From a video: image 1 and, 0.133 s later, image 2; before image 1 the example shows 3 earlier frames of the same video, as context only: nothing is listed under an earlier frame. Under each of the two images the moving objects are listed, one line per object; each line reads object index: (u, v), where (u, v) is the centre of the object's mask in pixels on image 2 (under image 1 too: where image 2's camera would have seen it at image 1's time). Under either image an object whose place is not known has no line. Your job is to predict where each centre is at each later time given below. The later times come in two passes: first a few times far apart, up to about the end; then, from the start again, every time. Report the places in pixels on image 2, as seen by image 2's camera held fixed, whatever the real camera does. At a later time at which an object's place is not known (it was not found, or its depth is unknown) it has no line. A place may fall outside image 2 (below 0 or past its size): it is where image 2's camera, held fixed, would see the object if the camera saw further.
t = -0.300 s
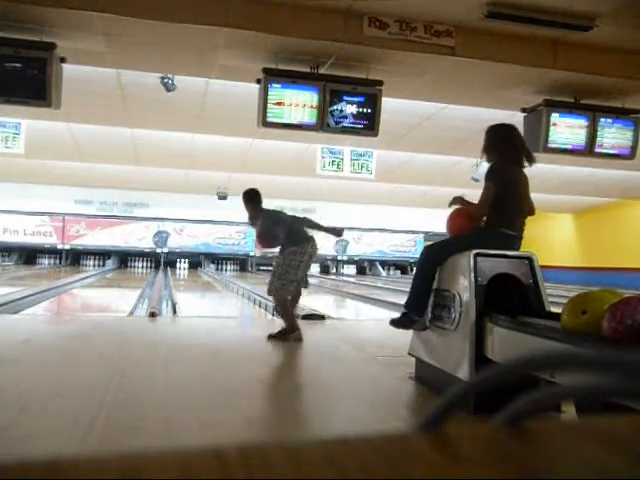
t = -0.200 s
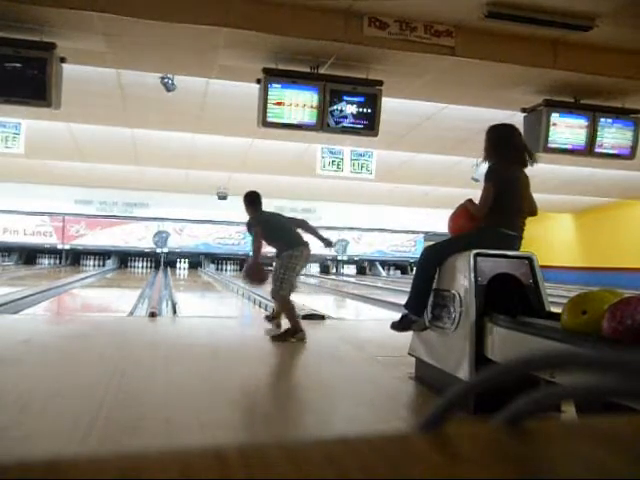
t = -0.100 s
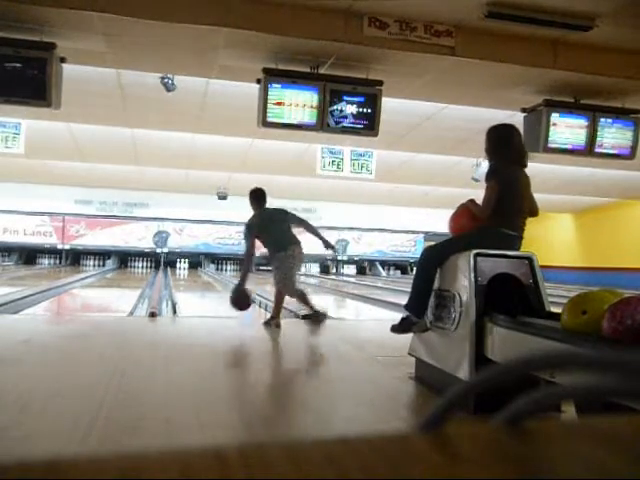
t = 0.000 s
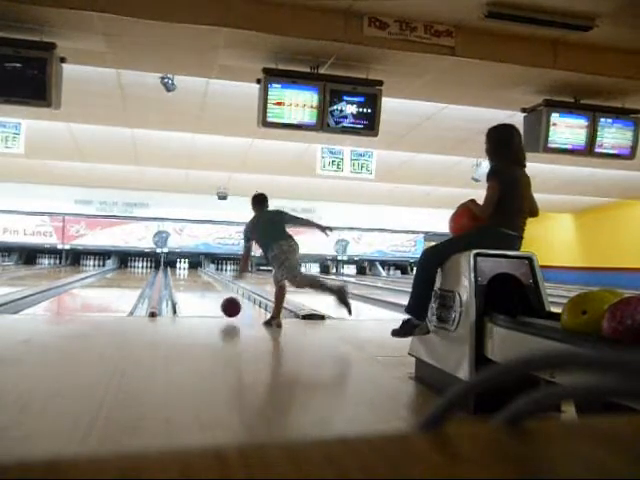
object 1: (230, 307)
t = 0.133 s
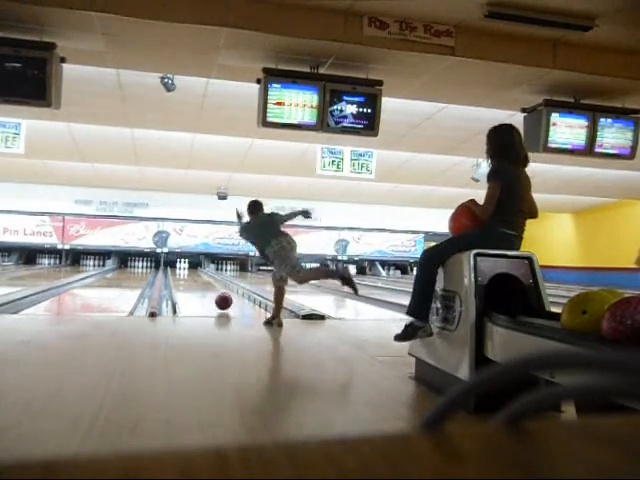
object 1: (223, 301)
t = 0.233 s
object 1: (219, 296)
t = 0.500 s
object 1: (212, 287)
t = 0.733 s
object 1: (208, 282)
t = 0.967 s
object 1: (204, 278)
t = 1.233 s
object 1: (202, 274)
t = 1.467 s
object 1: (200, 273)
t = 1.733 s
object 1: (199, 270)
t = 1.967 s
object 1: (198, 269)
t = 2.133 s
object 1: (196, 267)
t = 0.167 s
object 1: (222, 299)
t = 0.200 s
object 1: (220, 298)
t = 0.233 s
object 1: (219, 296)
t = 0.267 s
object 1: (218, 295)
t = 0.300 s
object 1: (217, 293)
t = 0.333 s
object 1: (216, 292)
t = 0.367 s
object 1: (215, 291)
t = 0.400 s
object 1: (214, 290)
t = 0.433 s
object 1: (213, 289)
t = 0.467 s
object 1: (213, 288)
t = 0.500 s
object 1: (212, 287)
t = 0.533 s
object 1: (211, 286)
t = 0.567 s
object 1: (211, 286)
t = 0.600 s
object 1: (210, 285)
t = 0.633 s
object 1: (209, 285)
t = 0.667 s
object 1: (209, 284)
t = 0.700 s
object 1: (208, 283)
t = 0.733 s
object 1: (208, 282)
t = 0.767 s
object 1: (207, 281)
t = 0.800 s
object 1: (206, 281)
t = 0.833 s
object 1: (206, 280)
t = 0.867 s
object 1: (206, 280)
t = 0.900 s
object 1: (205, 279)
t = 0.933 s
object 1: (204, 279)
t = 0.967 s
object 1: (204, 278)
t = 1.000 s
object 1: (203, 278)
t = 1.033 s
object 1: (203, 277)
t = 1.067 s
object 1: (203, 276)
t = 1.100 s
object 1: (203, 276)
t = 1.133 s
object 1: (203, 276)
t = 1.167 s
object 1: (203, 276)
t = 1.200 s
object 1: (202, 275)
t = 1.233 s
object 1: (202, 274)
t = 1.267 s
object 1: (201, 274)
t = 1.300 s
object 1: (201, 274)
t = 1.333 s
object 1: (201, 274)
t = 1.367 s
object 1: (201, 273)
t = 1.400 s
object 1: (200, 273)
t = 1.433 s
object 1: (200, 273)
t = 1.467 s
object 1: (200, 273)
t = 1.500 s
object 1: (200, 273)
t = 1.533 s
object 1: (200, 271)
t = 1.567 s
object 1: (200, 271)
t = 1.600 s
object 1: (200, 271)
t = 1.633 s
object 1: (199, 271)
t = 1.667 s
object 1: (200, 270)
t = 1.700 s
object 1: (199, 270)
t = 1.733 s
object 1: (199, 270)
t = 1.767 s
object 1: (199, 270)
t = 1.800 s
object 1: (199, 270)
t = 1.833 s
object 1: (199, 270)
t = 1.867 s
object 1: (199, 270)
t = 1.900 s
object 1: (199, 269)
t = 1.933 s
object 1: (198, 269)
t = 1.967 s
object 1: (198, 269)
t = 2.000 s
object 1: (197, 268)
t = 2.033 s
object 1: (197, 268)
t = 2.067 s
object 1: (196, 268)
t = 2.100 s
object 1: (196, 268)
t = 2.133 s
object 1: (196, 267)
